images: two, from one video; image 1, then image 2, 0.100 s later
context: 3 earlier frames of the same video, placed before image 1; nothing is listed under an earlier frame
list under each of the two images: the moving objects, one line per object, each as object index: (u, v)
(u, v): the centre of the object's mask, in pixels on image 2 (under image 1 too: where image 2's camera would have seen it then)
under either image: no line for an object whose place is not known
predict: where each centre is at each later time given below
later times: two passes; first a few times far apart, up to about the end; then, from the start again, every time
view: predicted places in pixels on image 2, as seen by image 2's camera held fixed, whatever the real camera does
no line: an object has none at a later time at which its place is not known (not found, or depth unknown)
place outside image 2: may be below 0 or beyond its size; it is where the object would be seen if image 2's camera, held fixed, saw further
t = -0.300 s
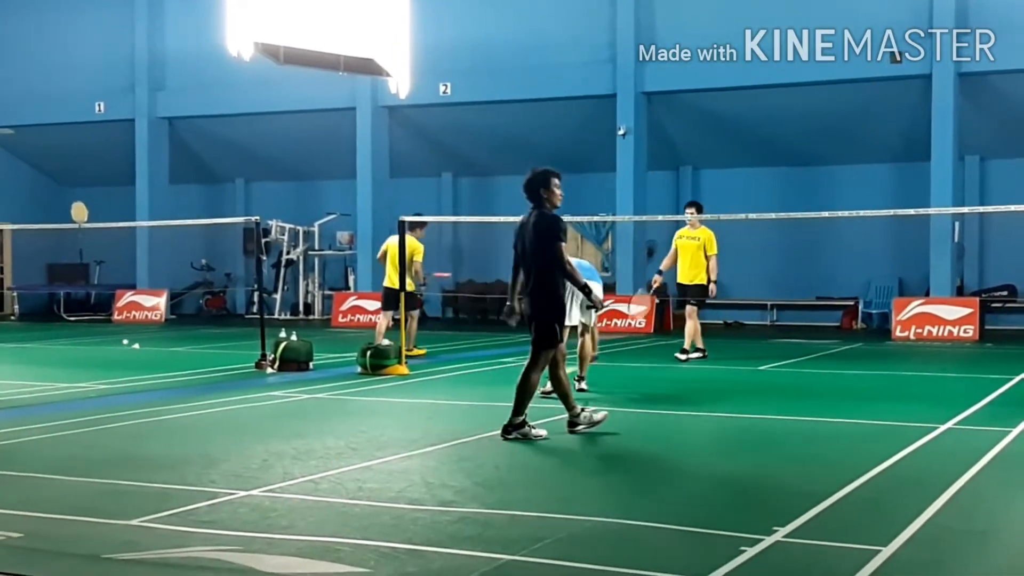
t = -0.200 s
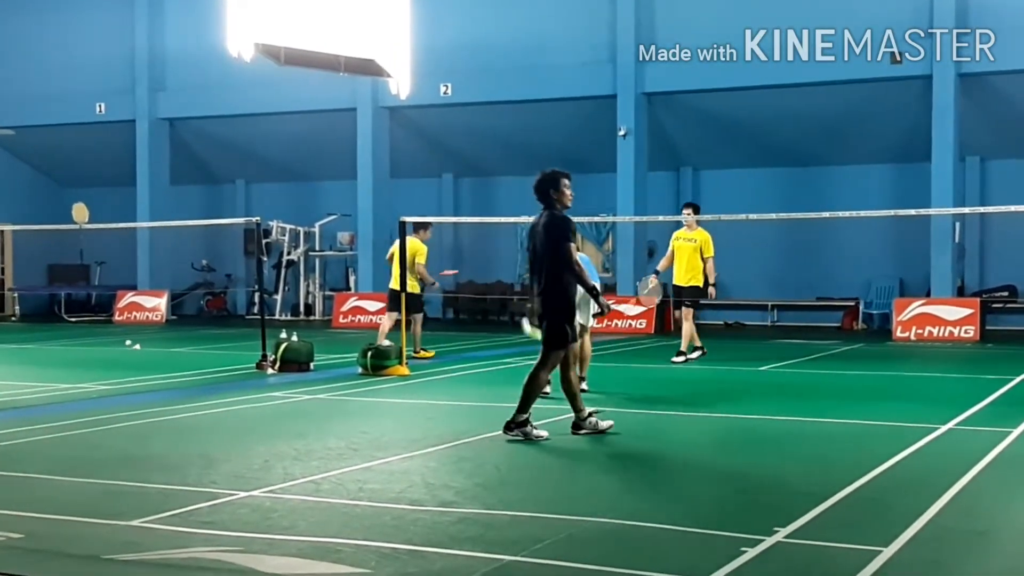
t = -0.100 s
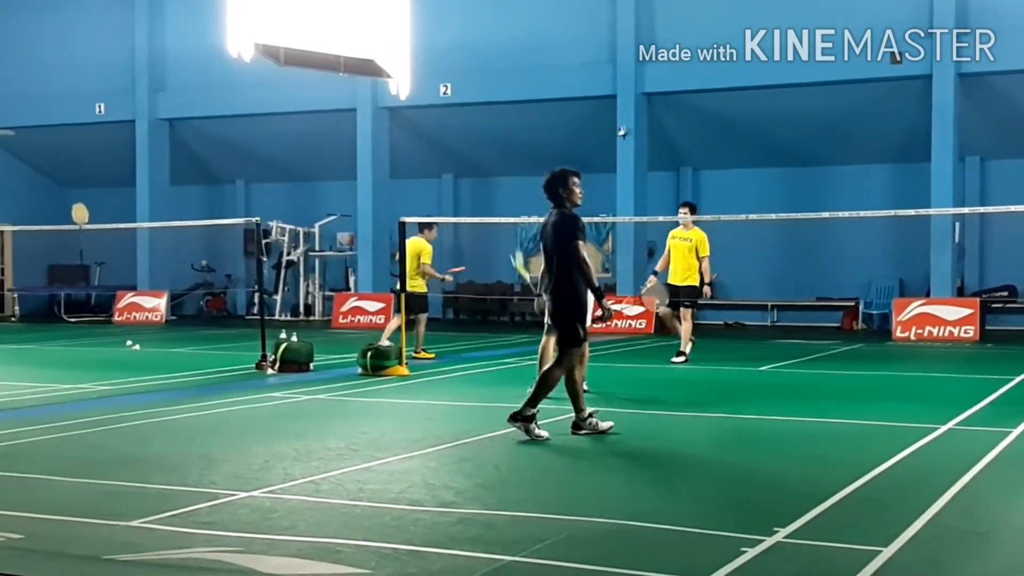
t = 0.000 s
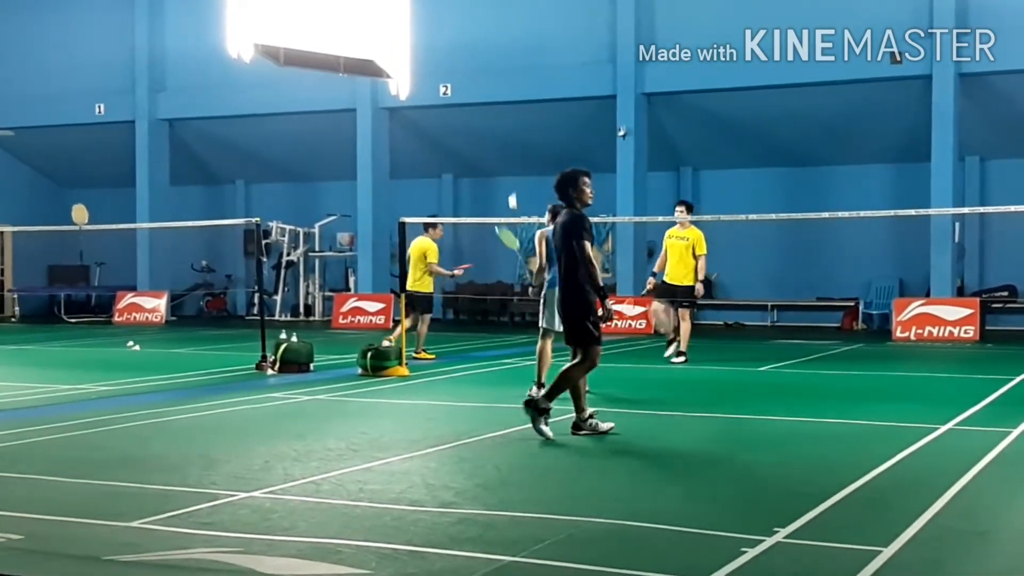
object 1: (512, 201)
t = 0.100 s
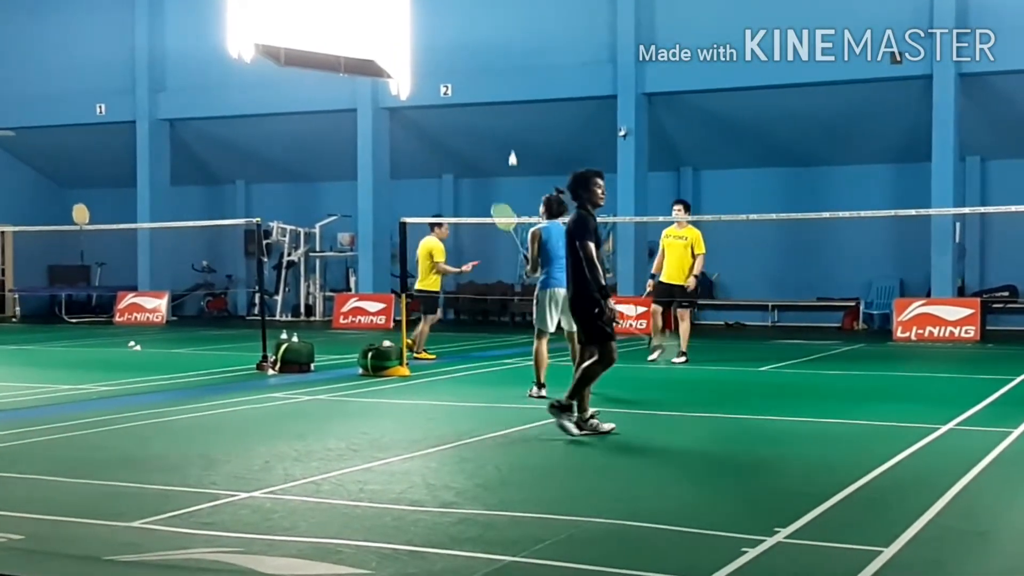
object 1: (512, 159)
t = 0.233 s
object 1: (510, 122)
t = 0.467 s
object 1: (504, 108)
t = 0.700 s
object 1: (498, 146)
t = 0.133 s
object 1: (512, 147)
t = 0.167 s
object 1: (512, 138)
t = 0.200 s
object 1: (511, 130)
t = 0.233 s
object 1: (510, 122)
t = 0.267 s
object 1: (509, 116)
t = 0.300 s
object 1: (508, 112)
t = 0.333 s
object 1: (508, 108)
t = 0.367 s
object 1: (507, 106)
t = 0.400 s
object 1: (506, 106)
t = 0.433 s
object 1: (505, 106)
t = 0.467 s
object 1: (504, 108)
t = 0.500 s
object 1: (503, 110)
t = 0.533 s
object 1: (503, 114)
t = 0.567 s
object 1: (502, 118)
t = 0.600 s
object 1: (501, 124)
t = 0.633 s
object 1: (500, 129)
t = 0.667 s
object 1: (499, 137)
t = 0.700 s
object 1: (498, 146)
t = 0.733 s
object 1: (496, 157)
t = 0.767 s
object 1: (495, 169)
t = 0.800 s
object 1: (493, 182)
